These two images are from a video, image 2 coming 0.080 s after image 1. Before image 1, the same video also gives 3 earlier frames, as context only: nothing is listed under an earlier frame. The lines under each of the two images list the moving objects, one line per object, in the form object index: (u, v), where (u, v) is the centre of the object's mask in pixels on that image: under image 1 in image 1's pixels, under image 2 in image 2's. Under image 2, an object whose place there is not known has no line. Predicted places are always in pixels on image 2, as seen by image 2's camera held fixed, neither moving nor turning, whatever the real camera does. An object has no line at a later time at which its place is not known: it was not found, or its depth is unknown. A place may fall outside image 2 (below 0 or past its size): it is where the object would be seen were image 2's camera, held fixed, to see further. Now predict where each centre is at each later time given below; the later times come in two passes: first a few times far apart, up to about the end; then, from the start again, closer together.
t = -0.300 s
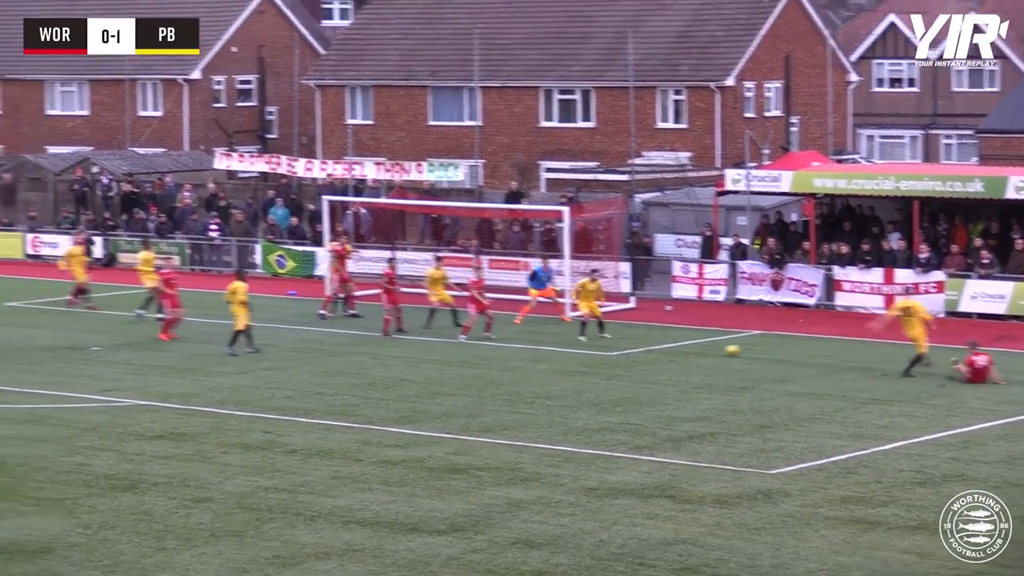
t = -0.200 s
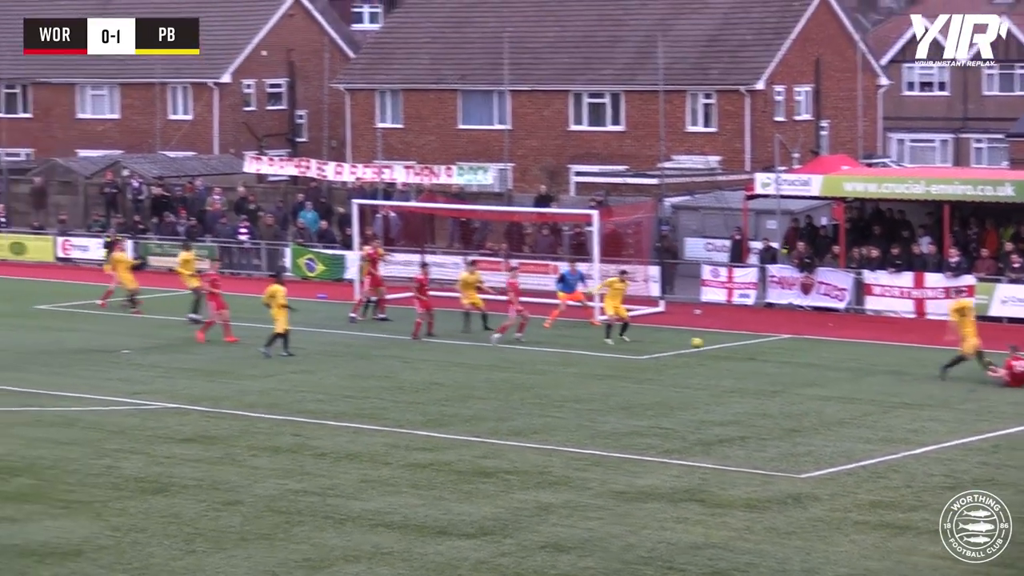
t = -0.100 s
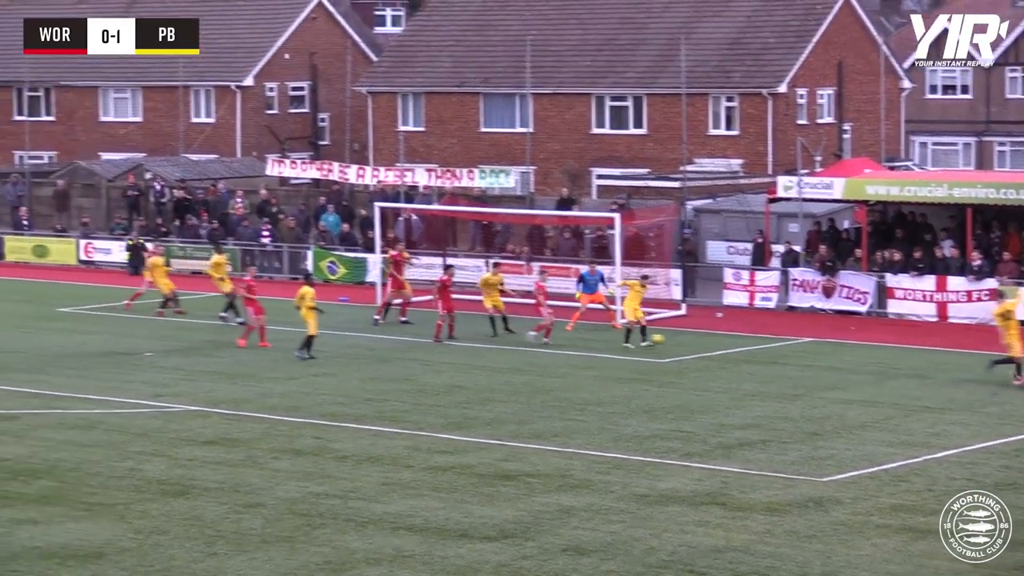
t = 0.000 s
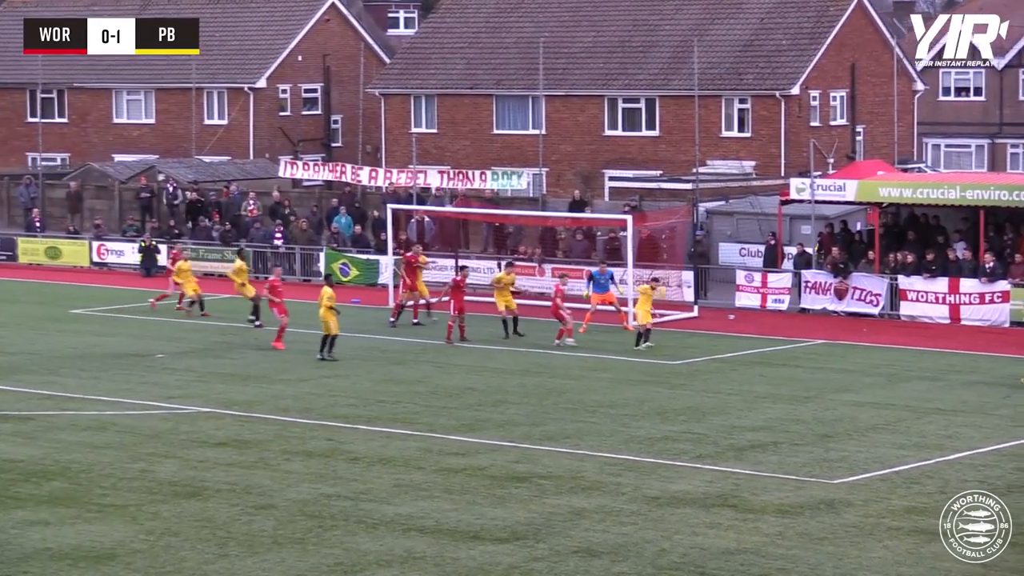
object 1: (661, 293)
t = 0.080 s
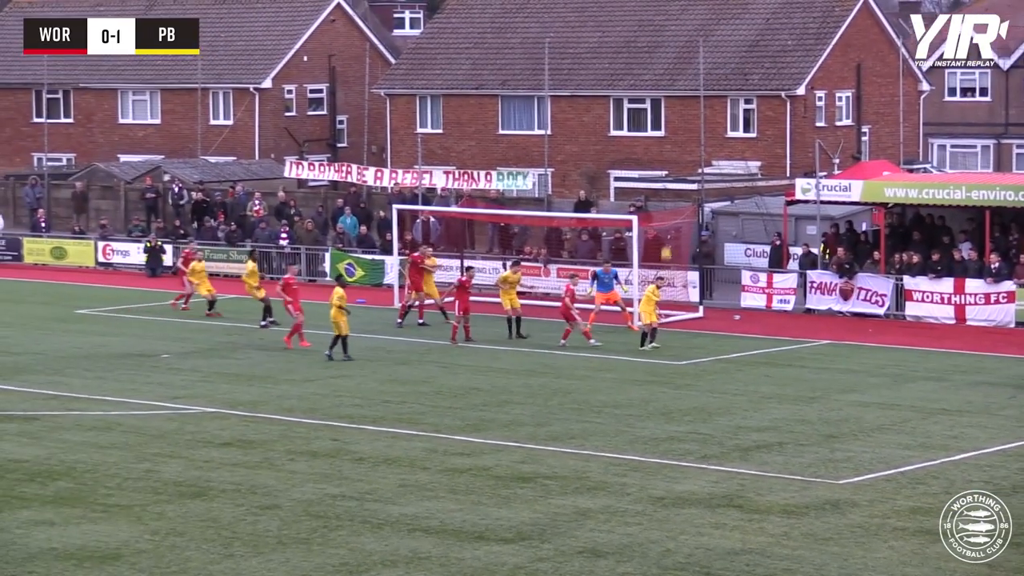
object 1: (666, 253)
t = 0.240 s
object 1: (661, 188)
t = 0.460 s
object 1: (655, 120)
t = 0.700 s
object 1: (647, 73)
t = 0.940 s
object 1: (639, 56)
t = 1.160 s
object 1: (633, 63)
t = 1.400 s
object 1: (626, 93)
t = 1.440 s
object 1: (629, 93)
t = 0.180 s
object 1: (663, 209)
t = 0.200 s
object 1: (663, 201)
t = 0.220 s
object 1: (662, 194)
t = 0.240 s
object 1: (661, 188)
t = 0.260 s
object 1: (661, 180)
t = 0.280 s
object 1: (661, 172)
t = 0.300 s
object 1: (660, 165)
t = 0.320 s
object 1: (659, 159)
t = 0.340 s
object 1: (659, 153)
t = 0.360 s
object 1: (658, 147)
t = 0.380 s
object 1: (657, 141)
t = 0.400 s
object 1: (657, 135)
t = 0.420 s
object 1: (656, 130)
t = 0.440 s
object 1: (655, 124)
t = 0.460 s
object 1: (655, 120)
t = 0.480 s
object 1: (655, 115)
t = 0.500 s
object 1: (654, 110)
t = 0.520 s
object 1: (653, 106)
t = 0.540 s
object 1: (653, 101)
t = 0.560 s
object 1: (652, 97)
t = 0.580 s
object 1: (651, 93)
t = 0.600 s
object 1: (650, 89)
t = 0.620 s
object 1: (650, 86)
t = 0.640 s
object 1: (649, 83)
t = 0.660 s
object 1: (648, 79)
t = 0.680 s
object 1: (648, 76)
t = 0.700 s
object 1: (647, 73)
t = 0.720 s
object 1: (646, 71)
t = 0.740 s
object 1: (645, 69)
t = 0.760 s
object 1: (645, 66)
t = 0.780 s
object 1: (644, 65)
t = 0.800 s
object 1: (643, 63)
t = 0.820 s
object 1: (643, 61)
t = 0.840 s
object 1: (642, 60)
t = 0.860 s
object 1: (642, 58)
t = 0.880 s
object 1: (641, 58)
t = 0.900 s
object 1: (641, 57)
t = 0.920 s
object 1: (640, 57)
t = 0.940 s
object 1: (639, 56)
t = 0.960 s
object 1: (638, 56)
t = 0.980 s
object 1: (638, 56)
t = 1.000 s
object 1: (637, 56)
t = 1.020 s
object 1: (637, 56)
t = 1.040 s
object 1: (636, 56)
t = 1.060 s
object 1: (635, 57)
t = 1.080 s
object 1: (635, 58)
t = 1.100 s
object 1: (634, 58)
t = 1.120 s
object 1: (633, 60)
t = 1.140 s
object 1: (633, 60)
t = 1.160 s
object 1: (633, 63)
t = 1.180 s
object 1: (632, 64)
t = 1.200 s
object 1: (631, 66)
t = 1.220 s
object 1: (631, 68)
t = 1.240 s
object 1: (630, 70)
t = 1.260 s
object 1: (630, 72)
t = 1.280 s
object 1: (629, 74)
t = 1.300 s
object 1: (628, 78)
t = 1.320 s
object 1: (628, 81)
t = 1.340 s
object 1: (627, 83)
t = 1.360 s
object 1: (627, 86)
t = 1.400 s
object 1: (626, 93)
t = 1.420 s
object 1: (627, 94)
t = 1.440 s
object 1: (629, 93)
